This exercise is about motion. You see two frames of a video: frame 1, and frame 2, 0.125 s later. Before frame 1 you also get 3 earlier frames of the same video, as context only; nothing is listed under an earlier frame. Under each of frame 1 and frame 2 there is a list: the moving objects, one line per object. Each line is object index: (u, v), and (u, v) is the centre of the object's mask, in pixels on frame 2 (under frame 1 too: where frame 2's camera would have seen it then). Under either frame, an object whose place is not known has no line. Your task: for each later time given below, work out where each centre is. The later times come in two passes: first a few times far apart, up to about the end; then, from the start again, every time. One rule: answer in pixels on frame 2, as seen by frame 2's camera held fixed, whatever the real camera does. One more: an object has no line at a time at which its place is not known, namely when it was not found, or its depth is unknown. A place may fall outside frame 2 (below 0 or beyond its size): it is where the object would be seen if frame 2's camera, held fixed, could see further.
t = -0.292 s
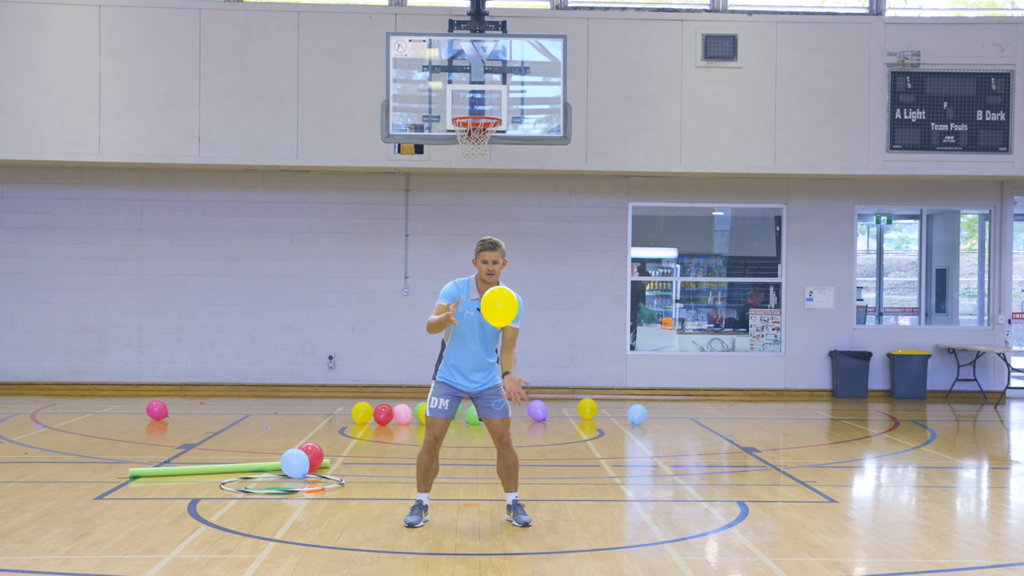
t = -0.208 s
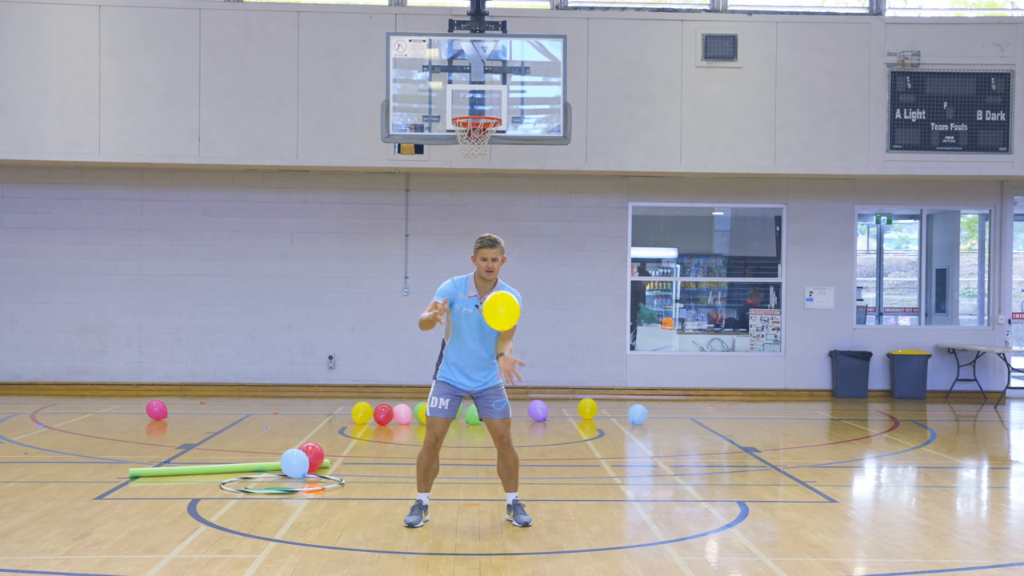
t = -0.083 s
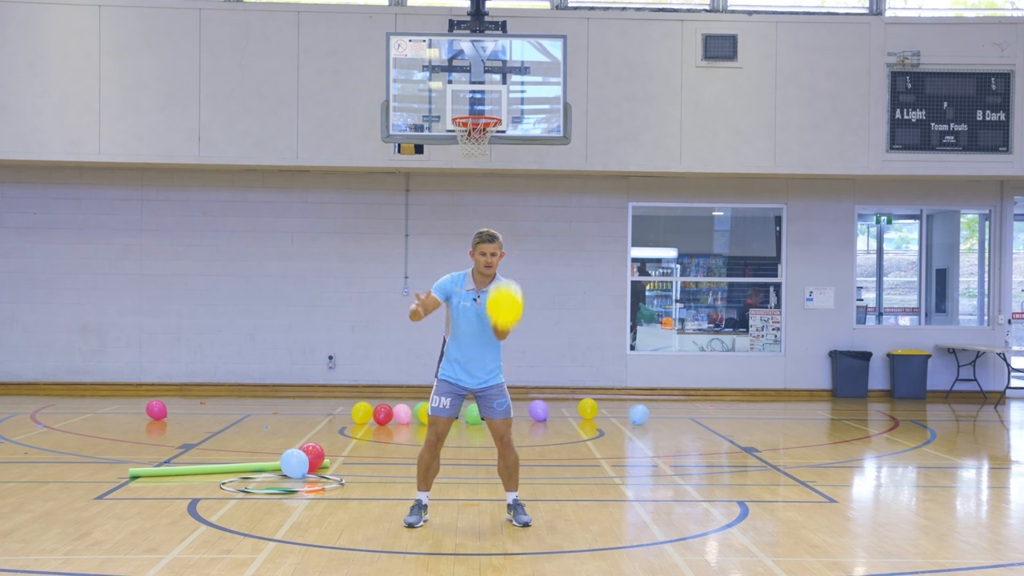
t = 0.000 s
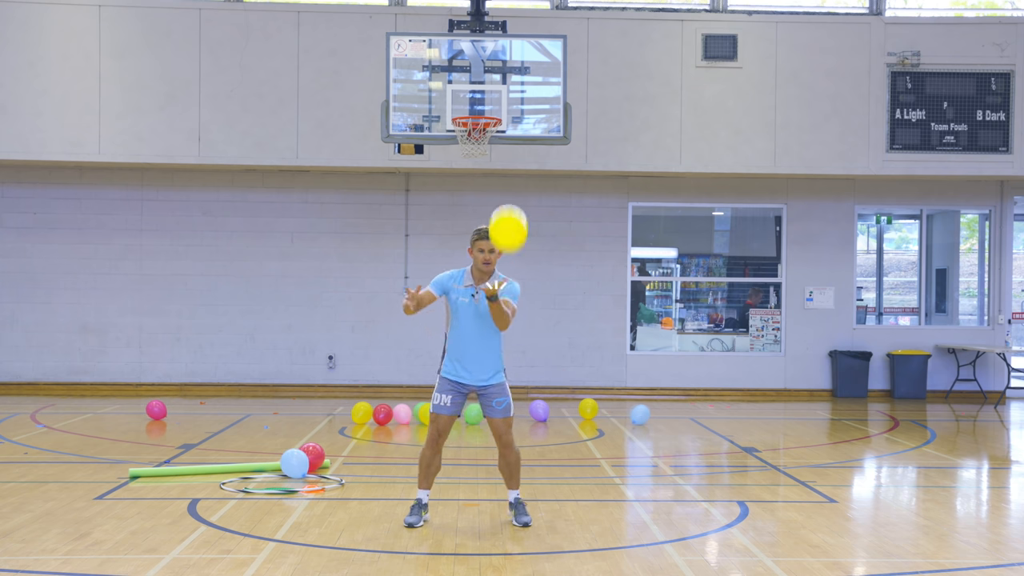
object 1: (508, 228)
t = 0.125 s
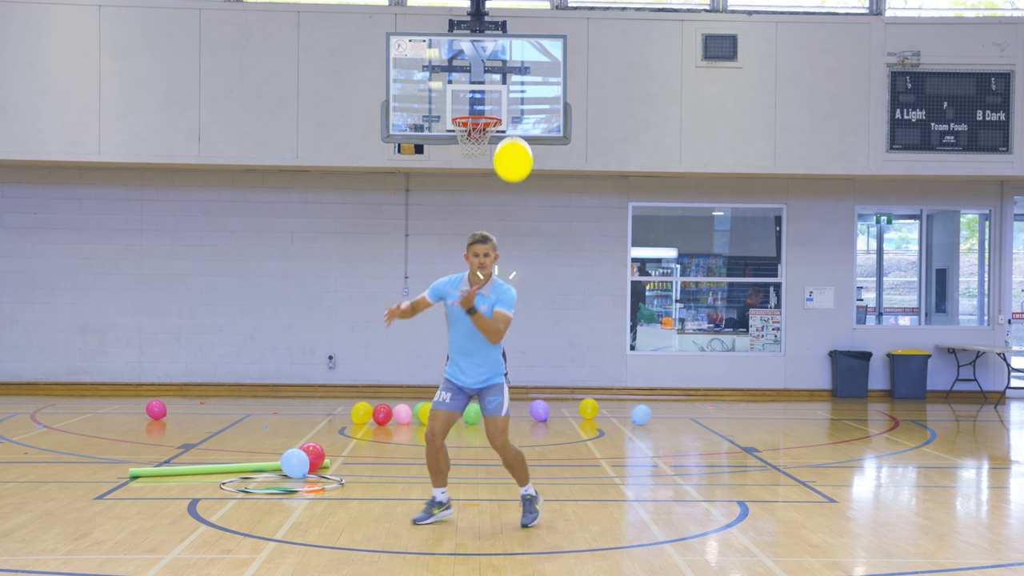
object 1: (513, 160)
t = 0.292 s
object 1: (512, 128)
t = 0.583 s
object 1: (516, 99)
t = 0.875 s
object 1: (511, 73)
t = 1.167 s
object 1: (502, 73)
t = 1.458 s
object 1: (496, 104)
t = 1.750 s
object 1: (491, 154)
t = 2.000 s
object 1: (483, 198)
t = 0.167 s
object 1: (514, 146)
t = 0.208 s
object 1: (513, 137)
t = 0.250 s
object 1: (512, 131)
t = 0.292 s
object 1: (512, 128)
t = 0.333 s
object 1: (512, 125)
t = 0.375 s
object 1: (512, 121)
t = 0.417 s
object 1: (513, 117)
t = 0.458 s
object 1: (514, 112)
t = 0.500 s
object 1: (515, 108)
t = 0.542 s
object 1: (515, 103)
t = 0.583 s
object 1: (516, 99)
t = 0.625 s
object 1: (516, 96)
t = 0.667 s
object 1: (516, 92)
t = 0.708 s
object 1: (515, 88)
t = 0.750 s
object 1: (514, 83)
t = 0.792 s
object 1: (513, 80)
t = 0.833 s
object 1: (512, 76)
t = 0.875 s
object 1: (511, 73)
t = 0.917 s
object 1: (509, 72)
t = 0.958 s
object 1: (508, 71)
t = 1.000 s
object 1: (506, 70)
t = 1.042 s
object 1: (505, 71)
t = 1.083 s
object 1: (504, 71)
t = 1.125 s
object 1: (503, 72)
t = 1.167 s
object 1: (502, 73)
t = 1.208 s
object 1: (501, 76)
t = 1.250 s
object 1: (500, 79)
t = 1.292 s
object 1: (499, 83)
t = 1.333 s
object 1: (498, 87)
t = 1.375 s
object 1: (497, 92)
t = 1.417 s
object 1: (497, 98)
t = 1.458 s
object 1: (496, 104)
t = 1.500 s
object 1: (495, 111)
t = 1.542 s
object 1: (495, 118)
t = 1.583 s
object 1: (494, 124)
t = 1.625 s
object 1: (494, 131)
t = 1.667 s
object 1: (493, 139)
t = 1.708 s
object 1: (492, 146)
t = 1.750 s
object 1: (491, 154)
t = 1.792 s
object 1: (490, 161)
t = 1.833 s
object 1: (489, 169)
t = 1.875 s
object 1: (488, 176)
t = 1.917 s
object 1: (486, 184)
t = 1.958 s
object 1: (485, 191)
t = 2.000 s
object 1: (483, 198)
